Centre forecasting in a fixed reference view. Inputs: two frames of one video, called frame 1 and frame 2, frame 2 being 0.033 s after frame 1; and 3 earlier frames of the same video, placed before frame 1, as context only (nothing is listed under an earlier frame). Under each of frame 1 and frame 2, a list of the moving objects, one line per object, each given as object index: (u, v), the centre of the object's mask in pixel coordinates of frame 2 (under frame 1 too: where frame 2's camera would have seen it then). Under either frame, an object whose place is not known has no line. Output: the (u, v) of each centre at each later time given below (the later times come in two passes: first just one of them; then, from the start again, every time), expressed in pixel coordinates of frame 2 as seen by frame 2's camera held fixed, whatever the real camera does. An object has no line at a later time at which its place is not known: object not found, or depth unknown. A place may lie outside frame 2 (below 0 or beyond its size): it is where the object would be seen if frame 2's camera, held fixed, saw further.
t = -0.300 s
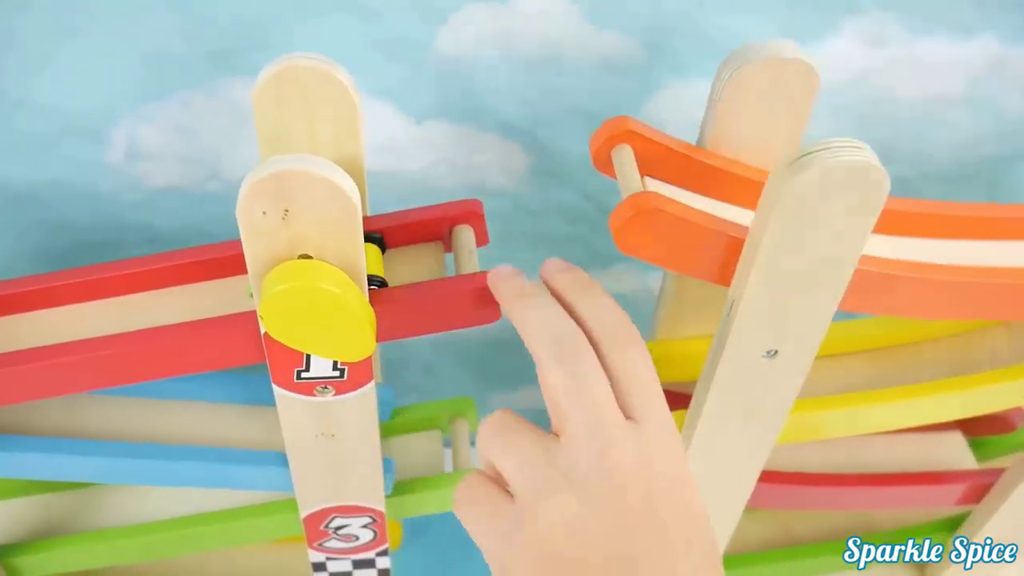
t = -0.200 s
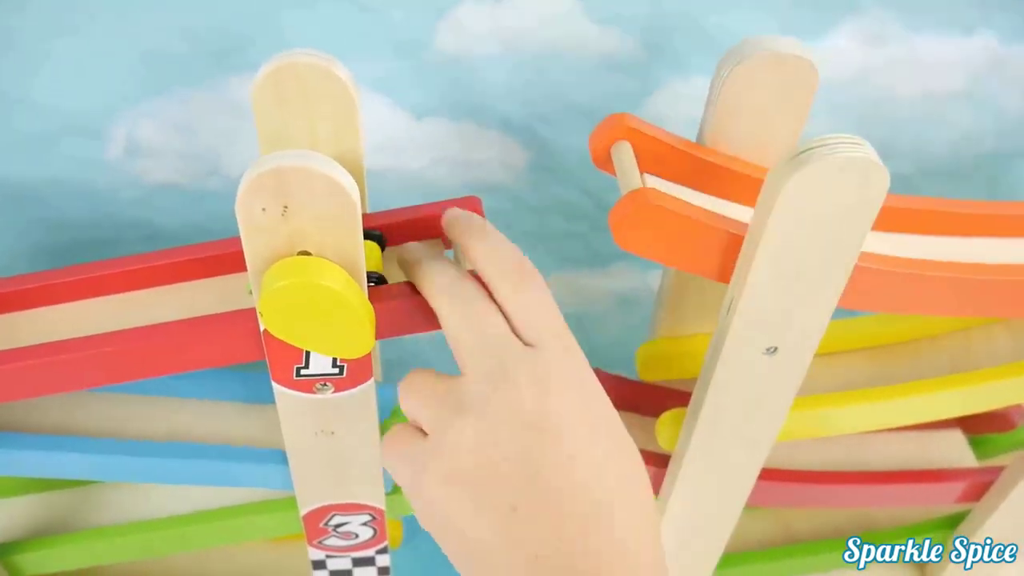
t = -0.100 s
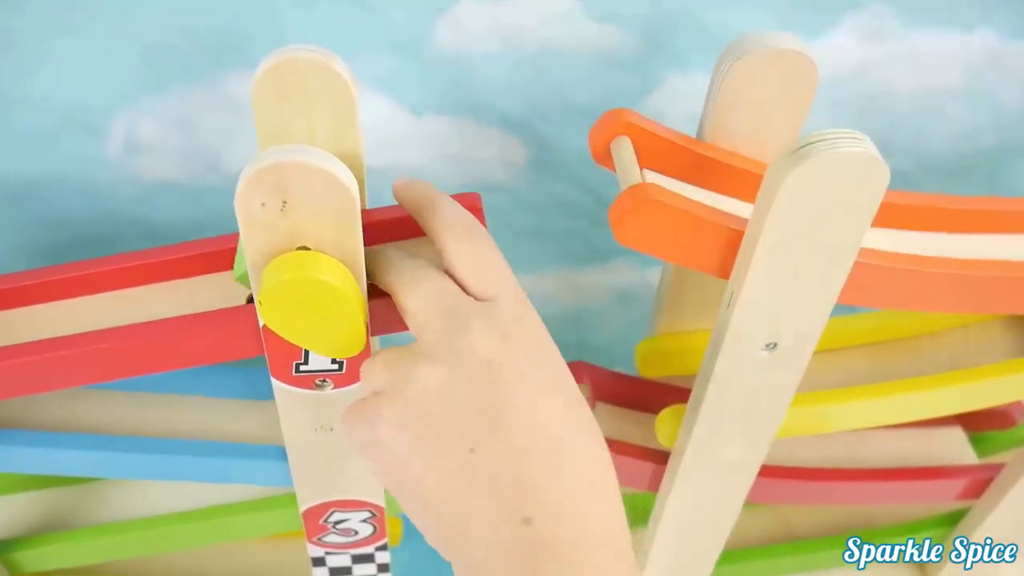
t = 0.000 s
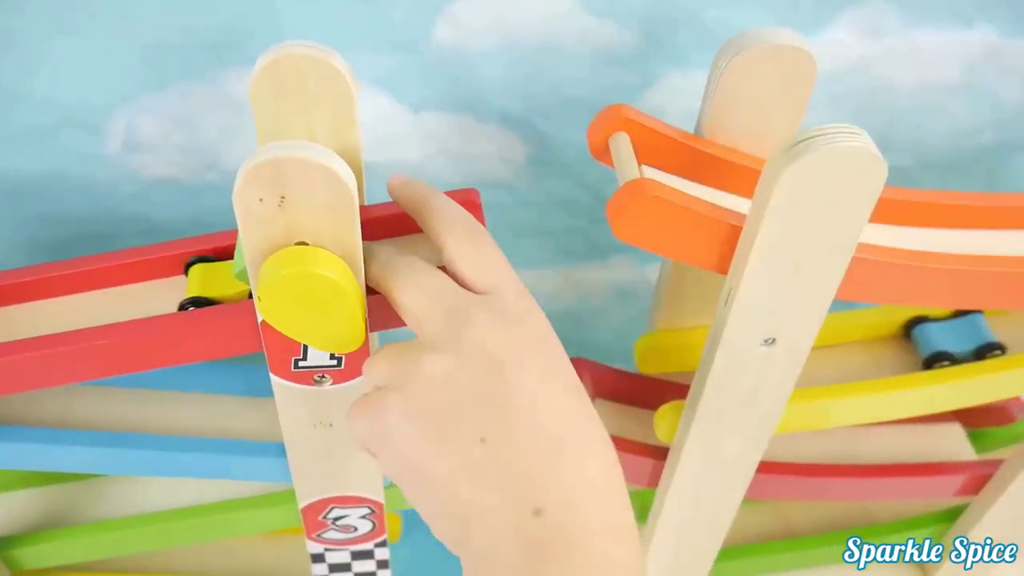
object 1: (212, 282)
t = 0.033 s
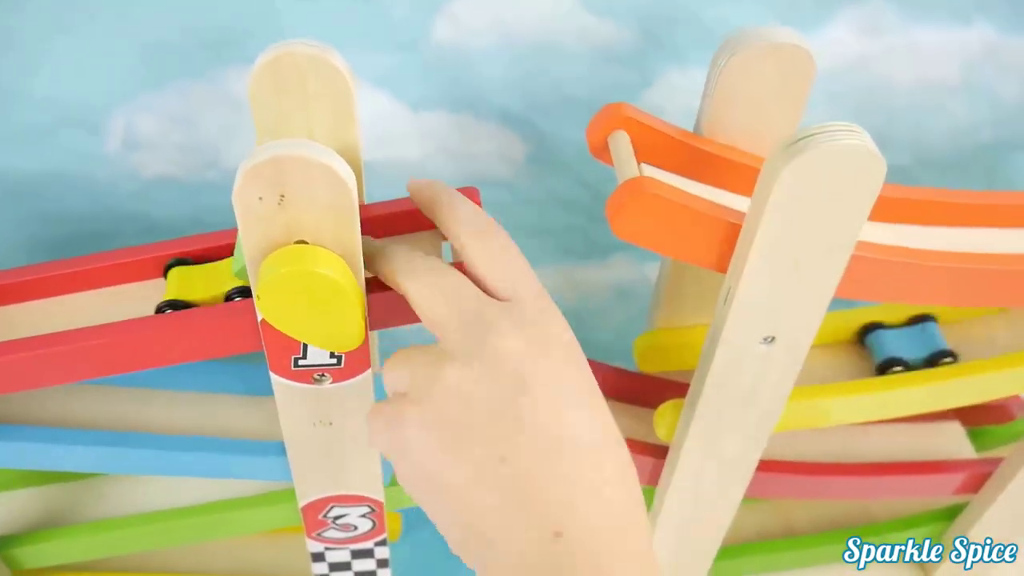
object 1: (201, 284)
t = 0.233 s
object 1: (47, 308)
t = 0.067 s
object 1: (190, 284)
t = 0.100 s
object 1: (164, 288)
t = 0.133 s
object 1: (135, 294)
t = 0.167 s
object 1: (104, 299)
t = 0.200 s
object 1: (71, 305)
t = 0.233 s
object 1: (47, 308)
